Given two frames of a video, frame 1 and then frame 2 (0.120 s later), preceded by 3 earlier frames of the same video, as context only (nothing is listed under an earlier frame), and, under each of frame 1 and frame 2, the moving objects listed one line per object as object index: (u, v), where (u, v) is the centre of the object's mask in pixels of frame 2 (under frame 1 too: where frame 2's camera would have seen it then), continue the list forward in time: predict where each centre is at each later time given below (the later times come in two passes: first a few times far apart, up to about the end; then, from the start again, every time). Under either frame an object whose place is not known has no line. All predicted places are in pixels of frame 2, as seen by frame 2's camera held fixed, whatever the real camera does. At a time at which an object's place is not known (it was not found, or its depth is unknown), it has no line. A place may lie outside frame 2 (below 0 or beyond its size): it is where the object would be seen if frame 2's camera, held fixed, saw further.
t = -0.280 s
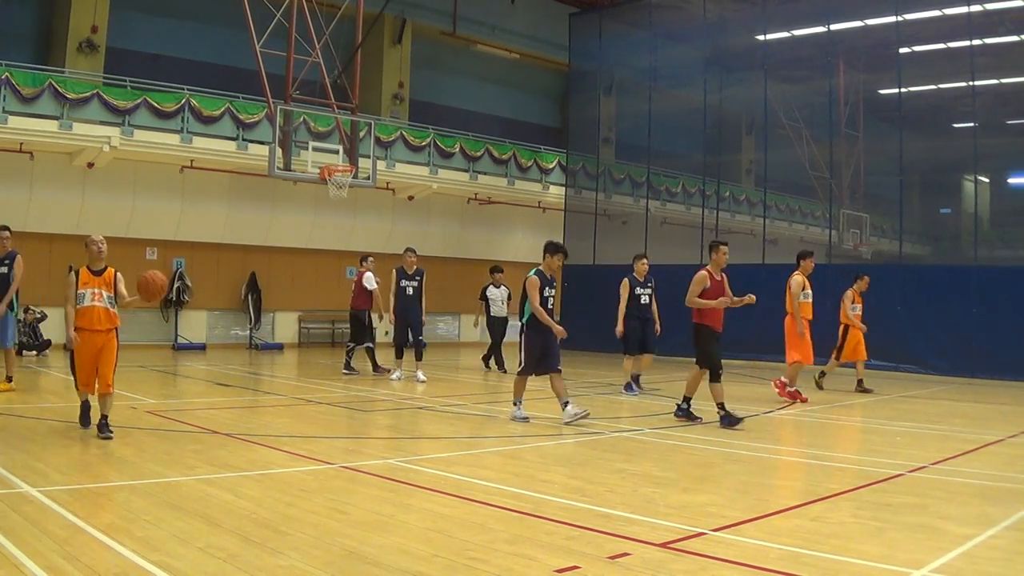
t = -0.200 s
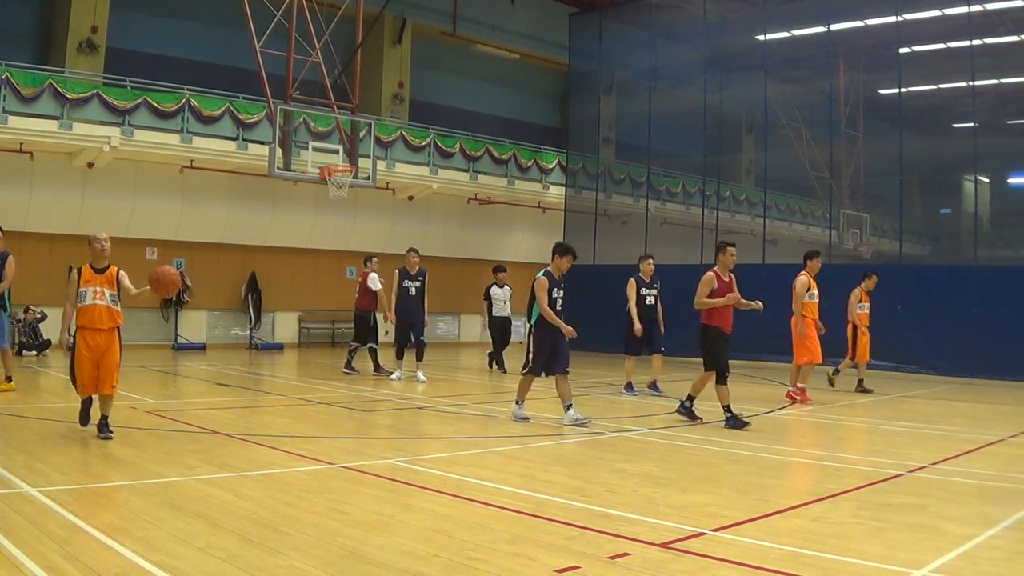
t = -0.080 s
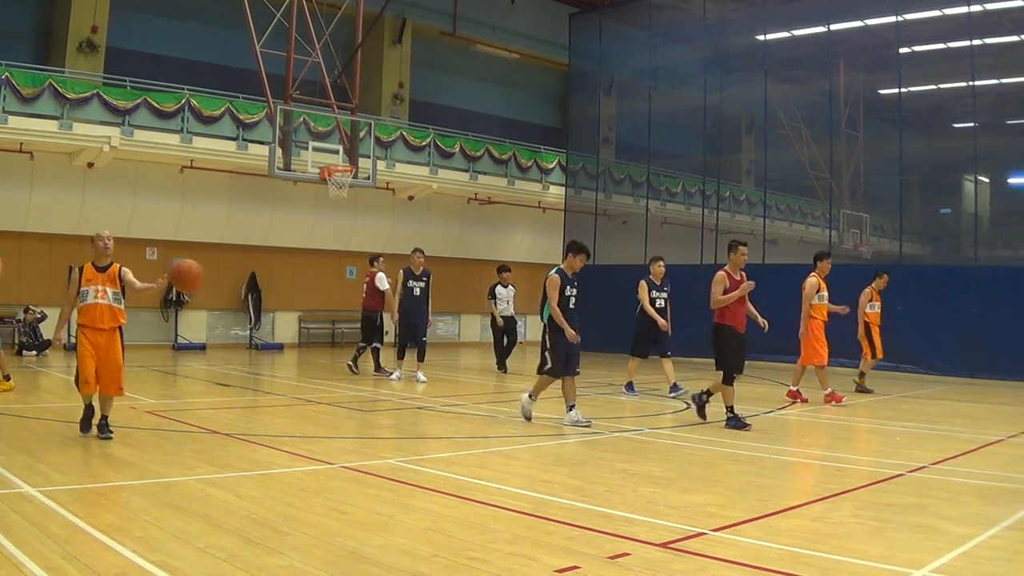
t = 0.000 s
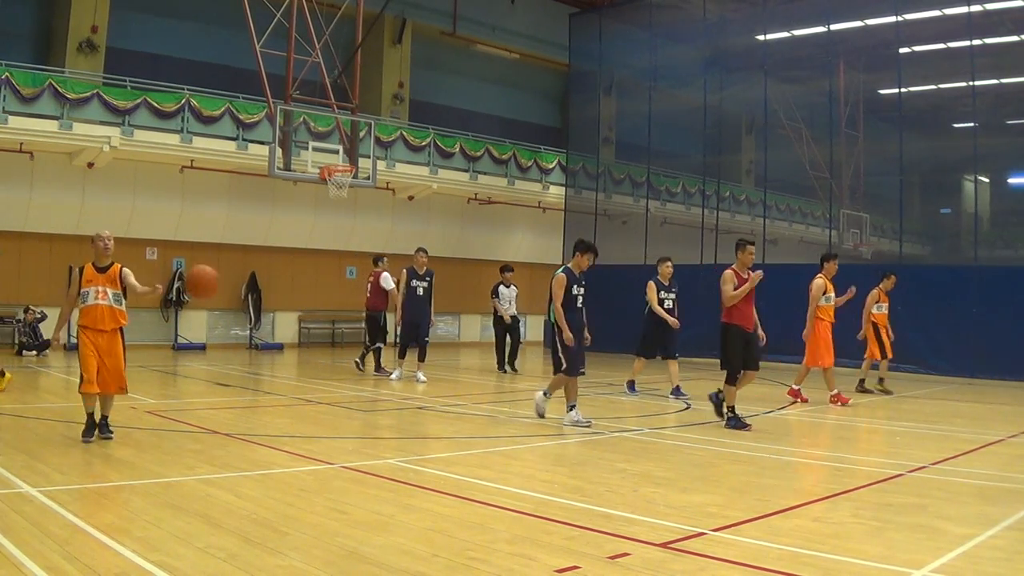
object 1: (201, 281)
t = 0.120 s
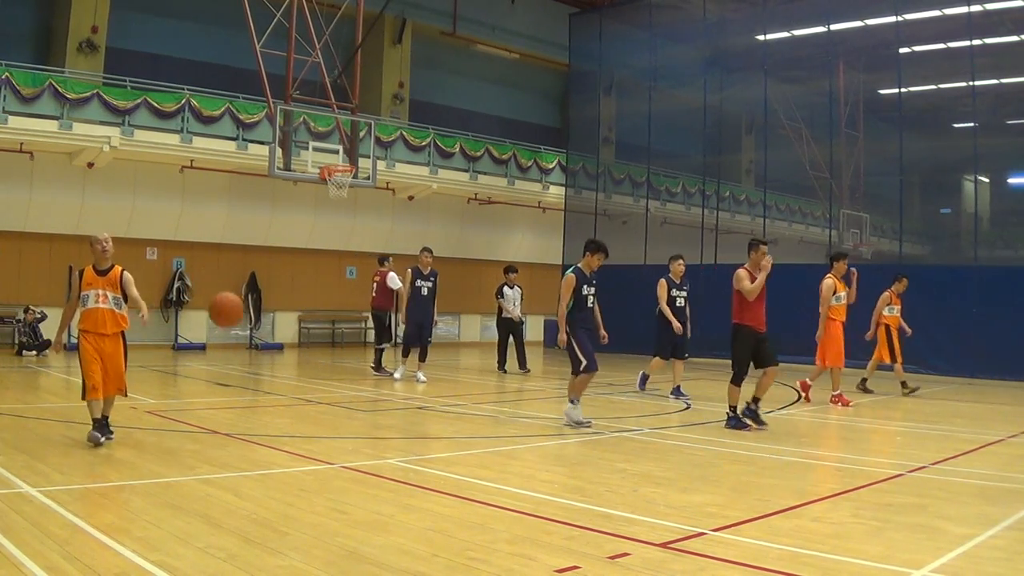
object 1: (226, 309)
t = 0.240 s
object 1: (251, 361)
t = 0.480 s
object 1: (302, 422)
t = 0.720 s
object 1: (353, 354)
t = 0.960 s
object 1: (406, 381)
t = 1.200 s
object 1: (465, 505)
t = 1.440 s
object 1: (531, 429)
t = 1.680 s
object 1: (605, 467)
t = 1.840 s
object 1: (656, 554)
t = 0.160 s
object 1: (233, 324)
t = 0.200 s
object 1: (242, 342)
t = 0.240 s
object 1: (251, 361)
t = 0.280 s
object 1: (260, 386)
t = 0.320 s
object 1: (269, 411)
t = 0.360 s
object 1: (278, 440)
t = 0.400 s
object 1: (288, 461)
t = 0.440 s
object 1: (295, 440)
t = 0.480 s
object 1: (302, 422)
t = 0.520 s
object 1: (310, 405)
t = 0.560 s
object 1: (319, 390)
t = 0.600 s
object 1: (327, 377)
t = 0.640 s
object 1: (335, 367)
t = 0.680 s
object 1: (344, 359)
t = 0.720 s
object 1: (353, 354)
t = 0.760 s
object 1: (361, 351)
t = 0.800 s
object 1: (370, 351)
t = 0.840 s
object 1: (379, 355)
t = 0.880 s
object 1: (388, 360)
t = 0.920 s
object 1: (397, 369)
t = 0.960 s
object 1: (406, 381)
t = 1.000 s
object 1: (416, 396)
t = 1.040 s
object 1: (425, 415)
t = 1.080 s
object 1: (435, 437)
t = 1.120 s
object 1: (445, 462)
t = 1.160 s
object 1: (455, 492)
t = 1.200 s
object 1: (465, 505)
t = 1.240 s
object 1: (475, 485)
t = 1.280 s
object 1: (486, 468)
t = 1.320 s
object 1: (497, 454)
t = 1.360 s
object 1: (509, 443)
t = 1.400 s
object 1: (520, 434)
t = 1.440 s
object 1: (531, 429)
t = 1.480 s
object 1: (543, 426)
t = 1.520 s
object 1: (556, 427)
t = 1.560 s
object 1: (568, 432)
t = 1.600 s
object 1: (580, 439)
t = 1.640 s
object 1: (593, 451)
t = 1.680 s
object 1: (605, 467)
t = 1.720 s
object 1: (618, 486)
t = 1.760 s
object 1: (630, 510)
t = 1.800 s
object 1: (643, 537)
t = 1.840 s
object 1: (656, 554)
